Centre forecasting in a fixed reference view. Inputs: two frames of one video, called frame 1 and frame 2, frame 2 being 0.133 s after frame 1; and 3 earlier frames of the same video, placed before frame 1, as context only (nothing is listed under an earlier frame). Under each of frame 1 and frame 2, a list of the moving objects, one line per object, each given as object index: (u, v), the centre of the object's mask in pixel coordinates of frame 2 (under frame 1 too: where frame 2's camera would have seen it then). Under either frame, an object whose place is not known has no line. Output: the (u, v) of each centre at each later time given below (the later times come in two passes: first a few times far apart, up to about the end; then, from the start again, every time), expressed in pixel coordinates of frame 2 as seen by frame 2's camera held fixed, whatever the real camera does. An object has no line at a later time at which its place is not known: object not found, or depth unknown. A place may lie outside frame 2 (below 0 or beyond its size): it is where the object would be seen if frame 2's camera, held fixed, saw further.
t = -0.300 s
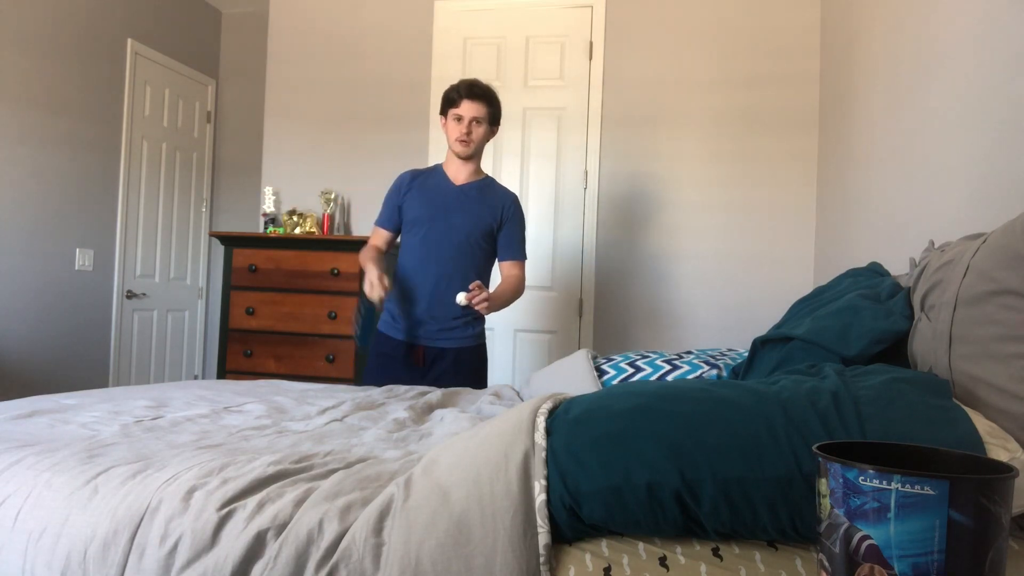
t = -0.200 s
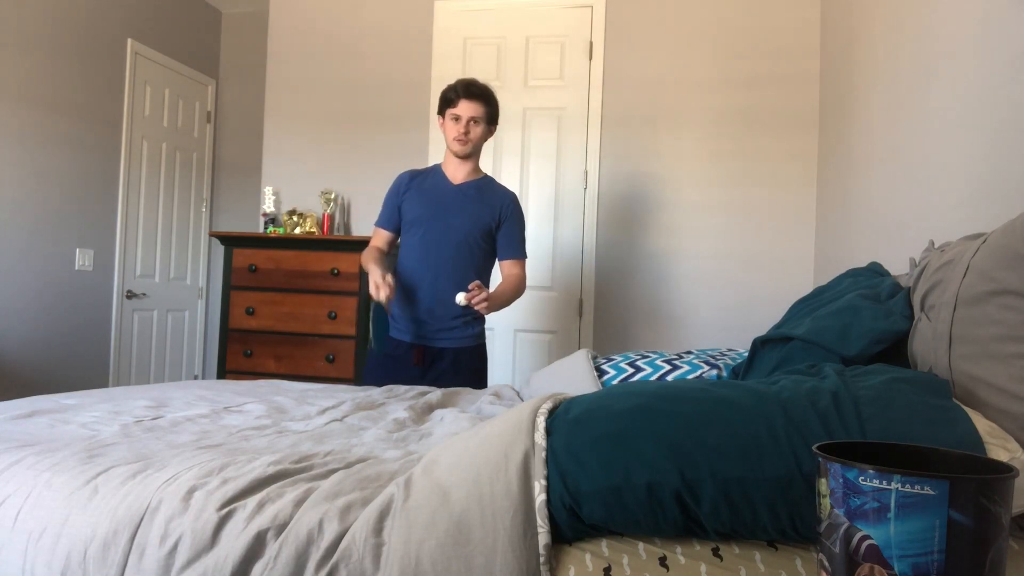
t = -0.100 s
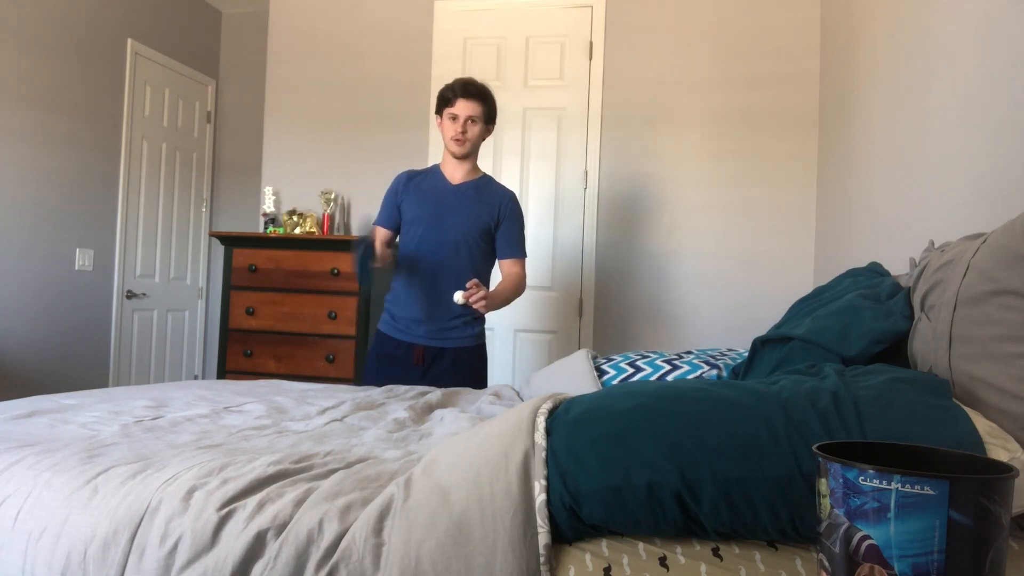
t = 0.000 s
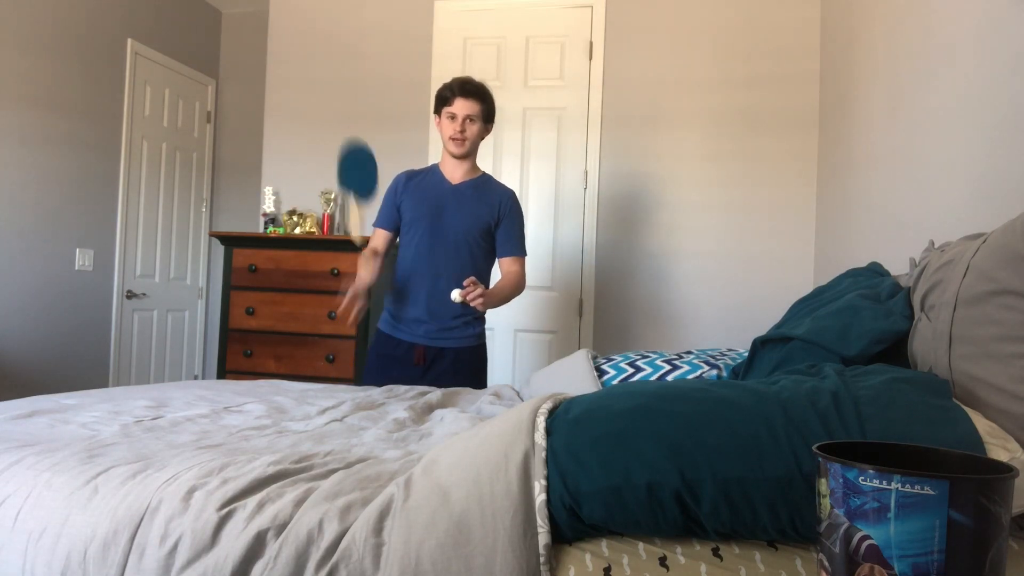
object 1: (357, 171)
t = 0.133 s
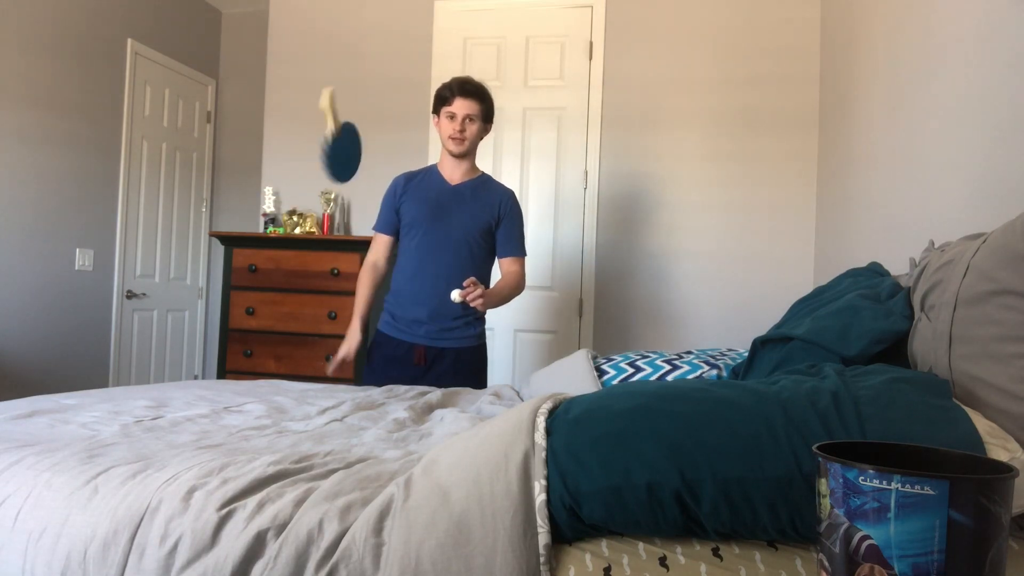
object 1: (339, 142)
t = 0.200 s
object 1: (329, 152)
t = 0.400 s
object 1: (294, 273)
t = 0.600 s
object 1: (260, 356)
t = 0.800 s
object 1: (230, 342)
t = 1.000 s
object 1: (193, 347)
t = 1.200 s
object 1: (134, 386)
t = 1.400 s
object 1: (130, 402)
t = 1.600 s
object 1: (131, 403)
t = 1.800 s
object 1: (132, 403)
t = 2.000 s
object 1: (132, 403)
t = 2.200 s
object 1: (132, 403)
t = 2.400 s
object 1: (132, 403)
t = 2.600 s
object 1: (131, 403)
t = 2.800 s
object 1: (131, 403)
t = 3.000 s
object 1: (131, 403)
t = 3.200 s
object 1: (132, 403)
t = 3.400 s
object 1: (132, 403)
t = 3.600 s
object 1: (131, 403)
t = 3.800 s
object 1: (131, 403)
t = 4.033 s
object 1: (131, 403)
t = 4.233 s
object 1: (132, 403)
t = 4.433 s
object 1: (131, 403)
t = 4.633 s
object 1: (132, 403)
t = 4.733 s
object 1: (132, 403)
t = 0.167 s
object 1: (335, 146)
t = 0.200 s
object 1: (329, 152)
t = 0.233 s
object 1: (324, 159)
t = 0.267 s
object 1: (315, 171)
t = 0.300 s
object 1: (309, 183)
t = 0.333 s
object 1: (308, 211)
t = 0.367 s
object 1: (301, 237)
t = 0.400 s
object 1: (294, 273)
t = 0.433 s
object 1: (287, 302)
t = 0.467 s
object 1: (279, 344)
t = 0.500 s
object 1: (271, 377)
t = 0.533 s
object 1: (271, 375)
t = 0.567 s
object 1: (266, 364)
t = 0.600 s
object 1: (260, 356)
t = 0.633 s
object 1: (255, 351)
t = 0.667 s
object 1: (248, 348)
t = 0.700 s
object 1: (244, 346)
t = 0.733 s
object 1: (239, 343)
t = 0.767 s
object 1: (234, 343)
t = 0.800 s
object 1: (230, 342)
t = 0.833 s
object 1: (225, 342)
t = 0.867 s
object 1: (220, 342)
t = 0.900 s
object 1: (214, 342)
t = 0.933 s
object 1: (208, 343)
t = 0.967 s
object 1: (200, 345)
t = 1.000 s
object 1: (193, 347)
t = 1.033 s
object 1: (183, 351)
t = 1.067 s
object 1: (171, 358)
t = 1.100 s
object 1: (159, 368)
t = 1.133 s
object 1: (146, 381)
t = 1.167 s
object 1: (139, 390)
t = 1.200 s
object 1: (134, 386)
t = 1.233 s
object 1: (130, 385)
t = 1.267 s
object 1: (126, 387)
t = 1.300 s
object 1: (137, 385)
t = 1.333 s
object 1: (141, 389)
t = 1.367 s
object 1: (136, 397)
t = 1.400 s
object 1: (130, 402)
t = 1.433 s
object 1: (132, 402)
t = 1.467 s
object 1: (131, 403)
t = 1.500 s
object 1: (131, 403)
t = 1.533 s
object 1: (131, 403)
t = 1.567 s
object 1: (131, 403)
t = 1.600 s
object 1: (131, 403)
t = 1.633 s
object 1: (132, 403)
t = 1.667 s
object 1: (131, 403)
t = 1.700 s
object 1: (132, 403)
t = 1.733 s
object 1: (131, 403)
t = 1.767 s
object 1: (132, 403)
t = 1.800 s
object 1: (132, 403)
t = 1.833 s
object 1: (131, 403)
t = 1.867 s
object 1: (132, 403)
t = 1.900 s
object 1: (132, 403)
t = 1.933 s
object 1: (132, 403)
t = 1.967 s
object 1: (132, 403)
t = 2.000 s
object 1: (132, 403)
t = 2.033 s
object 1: (132, 403)
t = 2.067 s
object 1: (132, 403)
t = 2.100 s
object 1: (132, 403)
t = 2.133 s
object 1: (132, 403)
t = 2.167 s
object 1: (132, 403)
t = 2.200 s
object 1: (132, 403)
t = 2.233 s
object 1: (132, 403)
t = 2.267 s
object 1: (132, 403)
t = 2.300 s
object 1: (132, 403)
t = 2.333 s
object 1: (132, 403)
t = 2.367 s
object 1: (132, 403)
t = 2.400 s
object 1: (132, 403)
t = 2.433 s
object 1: (132, 403)
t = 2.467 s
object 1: (132, 403)
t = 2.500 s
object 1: (132, 403)
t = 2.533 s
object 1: (132, 403)
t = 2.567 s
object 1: (131, 403)
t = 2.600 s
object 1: (131, 403)
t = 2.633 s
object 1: (131, 403)
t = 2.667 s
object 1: (131, 403)
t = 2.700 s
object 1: (131, 403)
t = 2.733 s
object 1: (131, 403)
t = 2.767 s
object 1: (132, 403)
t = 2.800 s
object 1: (131, 403)
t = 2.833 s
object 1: (131, 403)
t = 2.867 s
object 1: (131, 403)
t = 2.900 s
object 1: (131, 403)
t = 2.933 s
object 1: (131, 403)
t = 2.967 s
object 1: (131, 403)
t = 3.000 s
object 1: (131, 403)
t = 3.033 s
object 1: (131, 403)
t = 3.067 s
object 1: (132, 403)
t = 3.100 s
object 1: (132, 403)
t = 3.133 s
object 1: (131, 403)
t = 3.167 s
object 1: (131, 403)
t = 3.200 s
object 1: (132, 403)
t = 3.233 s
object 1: (131, 403)
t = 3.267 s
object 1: (132, 403)
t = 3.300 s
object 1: (131, 403)
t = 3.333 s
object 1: (132, 403)
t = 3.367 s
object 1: (131, 403)
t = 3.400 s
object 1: (132, 403)
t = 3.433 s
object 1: (131, 403)
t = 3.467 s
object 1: (132, 403)
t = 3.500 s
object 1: (131, 403)
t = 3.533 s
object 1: (131, 403)
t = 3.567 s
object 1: (132, 403)
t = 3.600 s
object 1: (131, 403)
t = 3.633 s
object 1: (132, 403)
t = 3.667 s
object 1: (131, 403)
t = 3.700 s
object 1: (131, 403)
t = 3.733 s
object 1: (132, 403)
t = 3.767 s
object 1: (132, 403)
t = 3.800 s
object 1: (131, 403)
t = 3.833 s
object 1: (131, 403)
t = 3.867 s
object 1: (132, 403)
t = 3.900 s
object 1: (131, 403)
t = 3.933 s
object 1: (132, 403)
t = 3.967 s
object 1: (131, 403)
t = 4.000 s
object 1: (132, 403)
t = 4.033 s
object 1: (131, 403)
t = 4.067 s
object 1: (132, 403)
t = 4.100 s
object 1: (132, 403)
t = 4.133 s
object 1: (131, 403)
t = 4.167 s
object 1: (131, 403)
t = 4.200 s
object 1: (131, 403)
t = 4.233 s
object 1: (132, 403)
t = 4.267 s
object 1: (131, 403)
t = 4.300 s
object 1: (131, 403)
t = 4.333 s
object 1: (131, 403)
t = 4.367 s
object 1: (131, 403)
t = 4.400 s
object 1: (131, 403)
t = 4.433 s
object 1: (131, 403)
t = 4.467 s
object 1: (132, 403)
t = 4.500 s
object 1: (132, 403)
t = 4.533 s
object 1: (132, 403)
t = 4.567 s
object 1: (131, 403)
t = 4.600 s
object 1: (132, 403)
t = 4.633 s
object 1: (132, 403)
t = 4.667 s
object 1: (131, 403)
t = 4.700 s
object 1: (131, 403)
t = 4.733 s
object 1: (132, 403)
